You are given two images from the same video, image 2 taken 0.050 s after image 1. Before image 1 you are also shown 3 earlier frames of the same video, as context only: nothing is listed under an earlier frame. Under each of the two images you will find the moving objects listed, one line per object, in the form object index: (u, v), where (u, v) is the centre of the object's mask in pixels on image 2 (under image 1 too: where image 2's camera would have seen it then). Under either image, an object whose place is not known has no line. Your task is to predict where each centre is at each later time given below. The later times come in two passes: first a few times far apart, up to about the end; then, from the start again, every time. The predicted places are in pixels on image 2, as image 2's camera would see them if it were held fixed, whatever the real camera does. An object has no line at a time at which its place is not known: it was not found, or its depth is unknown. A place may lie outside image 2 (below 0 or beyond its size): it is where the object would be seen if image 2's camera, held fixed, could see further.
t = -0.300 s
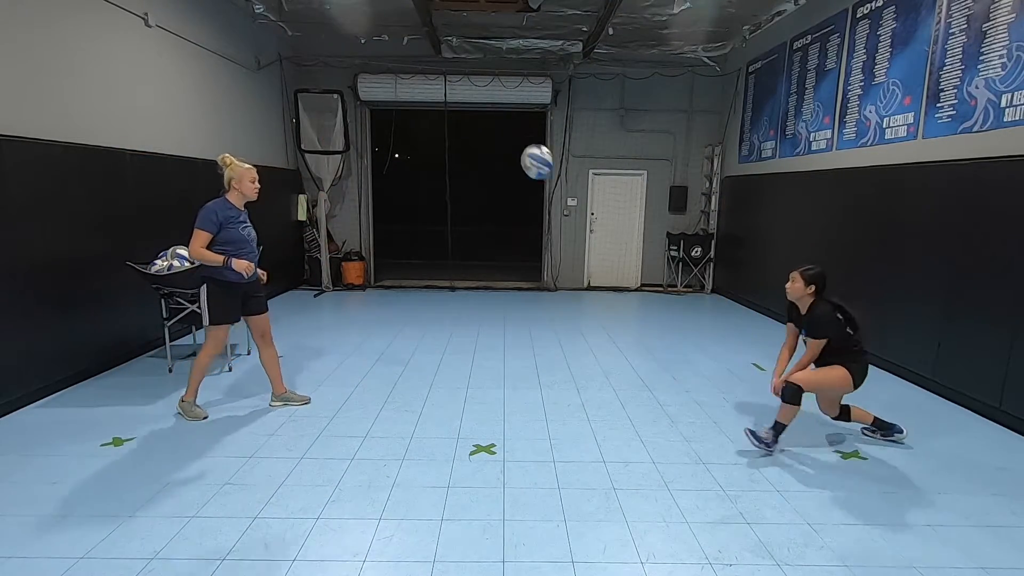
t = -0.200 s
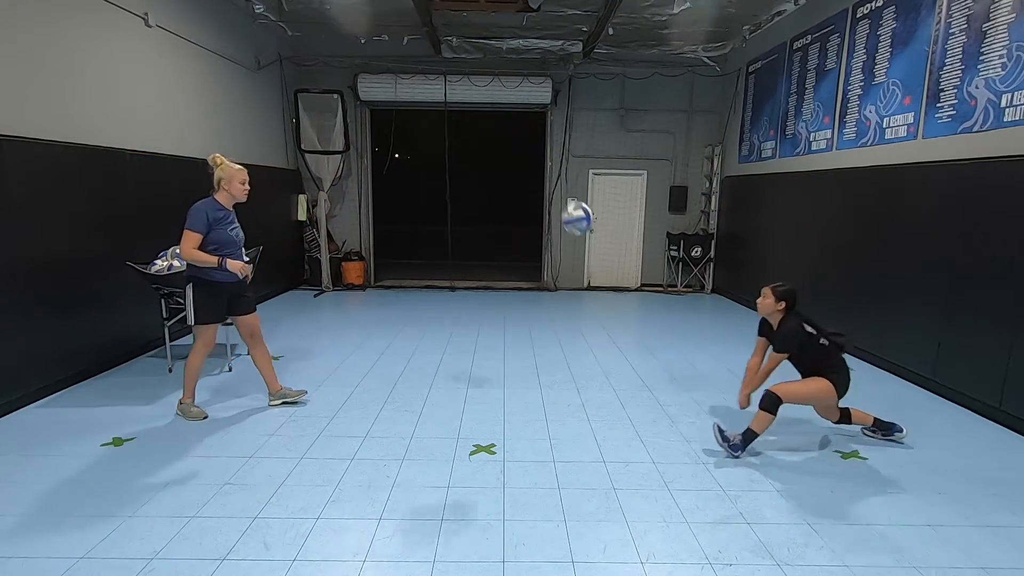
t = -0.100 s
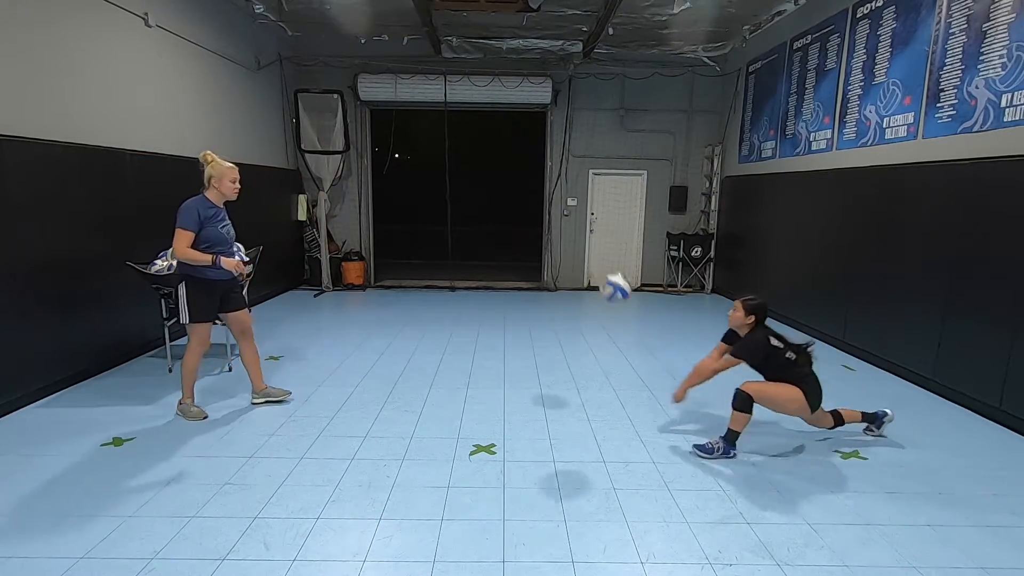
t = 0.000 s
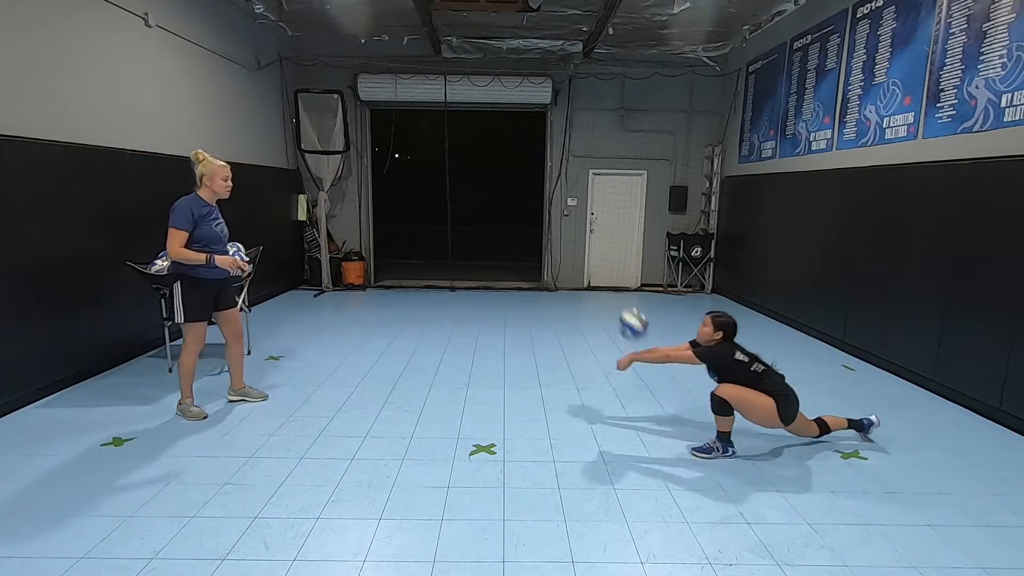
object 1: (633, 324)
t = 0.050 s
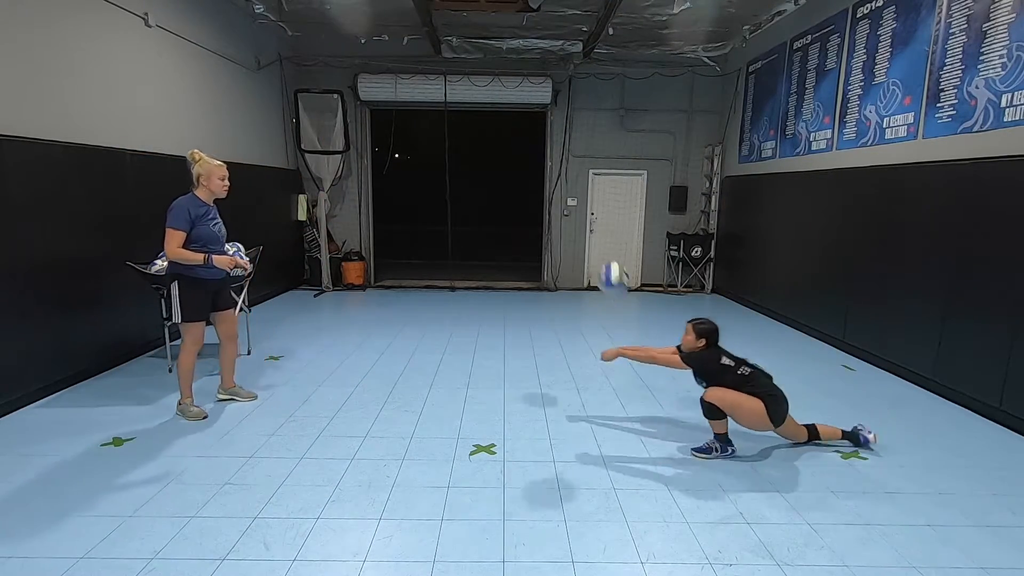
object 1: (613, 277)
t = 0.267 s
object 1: (520, 118)
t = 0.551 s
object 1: (399, 16)
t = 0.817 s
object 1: (294, 41)
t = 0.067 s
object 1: (607, 262)
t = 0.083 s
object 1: (598, 249)
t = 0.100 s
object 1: (591, 235)
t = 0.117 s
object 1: (583, 221)
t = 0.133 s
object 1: (577, 209)
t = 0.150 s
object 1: (570, 197)
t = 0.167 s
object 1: (563, 184)
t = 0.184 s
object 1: (555, 171)
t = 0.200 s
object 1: (549, 160)
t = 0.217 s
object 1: (541, 148)
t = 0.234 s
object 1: (535, 138)
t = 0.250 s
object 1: (527, 127)
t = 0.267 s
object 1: (520, 118)
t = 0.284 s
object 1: (513, 109)
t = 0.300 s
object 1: (505, 99)
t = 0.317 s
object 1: (498, 90)
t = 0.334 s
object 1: (491, 80)
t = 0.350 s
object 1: (483, 73)
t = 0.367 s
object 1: (477, 66)
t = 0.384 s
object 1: (469, 59)
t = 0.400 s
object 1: (462, 53)
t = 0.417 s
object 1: (455, 47)
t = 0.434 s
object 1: (448, 42)
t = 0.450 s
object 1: (441, 37)
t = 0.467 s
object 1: (433, 32)
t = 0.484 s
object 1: (426, 28)
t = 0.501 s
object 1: (419, 24)
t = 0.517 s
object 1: (412, 21)
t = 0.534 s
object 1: (405, 18)
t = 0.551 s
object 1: (399, 16)
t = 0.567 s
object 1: (392, 16)
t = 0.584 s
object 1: (385, 15)
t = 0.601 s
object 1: (379, 14)
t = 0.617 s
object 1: (372, 14)
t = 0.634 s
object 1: (365, 14)
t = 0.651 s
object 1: (358, 14)
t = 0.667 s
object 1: (352, 15)
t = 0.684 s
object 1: (345, 16)
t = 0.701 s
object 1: (338, 17)
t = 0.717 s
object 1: (331, 19)
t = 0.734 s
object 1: (325, 21)
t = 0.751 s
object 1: (319, 24)
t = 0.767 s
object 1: (313, 28)
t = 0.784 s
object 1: (306, 32)
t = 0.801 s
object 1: (300, 36)
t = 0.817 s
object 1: (294, 41)
